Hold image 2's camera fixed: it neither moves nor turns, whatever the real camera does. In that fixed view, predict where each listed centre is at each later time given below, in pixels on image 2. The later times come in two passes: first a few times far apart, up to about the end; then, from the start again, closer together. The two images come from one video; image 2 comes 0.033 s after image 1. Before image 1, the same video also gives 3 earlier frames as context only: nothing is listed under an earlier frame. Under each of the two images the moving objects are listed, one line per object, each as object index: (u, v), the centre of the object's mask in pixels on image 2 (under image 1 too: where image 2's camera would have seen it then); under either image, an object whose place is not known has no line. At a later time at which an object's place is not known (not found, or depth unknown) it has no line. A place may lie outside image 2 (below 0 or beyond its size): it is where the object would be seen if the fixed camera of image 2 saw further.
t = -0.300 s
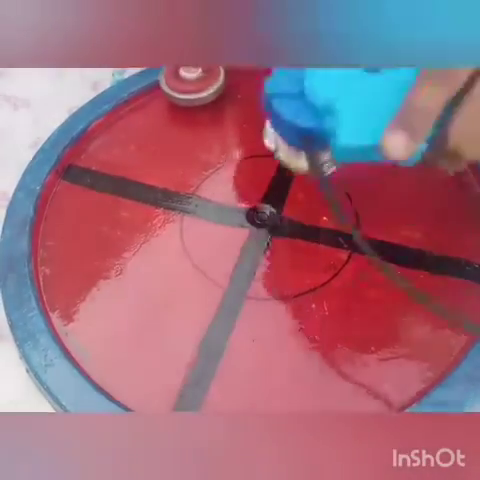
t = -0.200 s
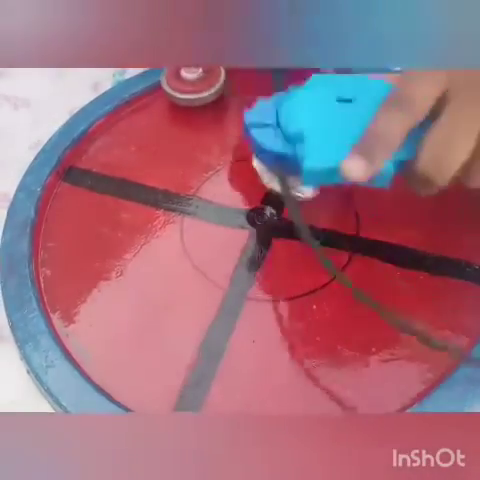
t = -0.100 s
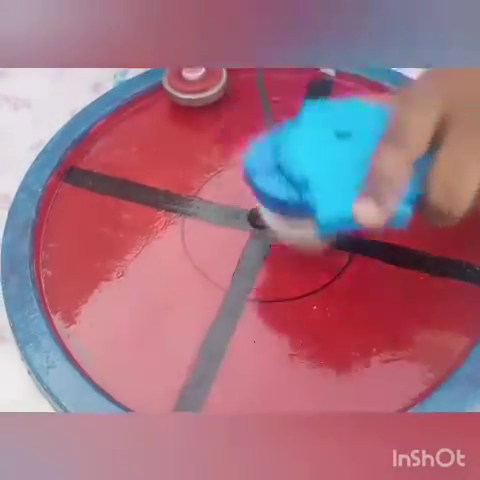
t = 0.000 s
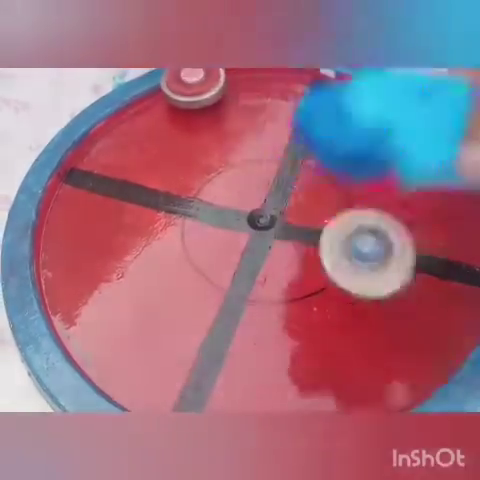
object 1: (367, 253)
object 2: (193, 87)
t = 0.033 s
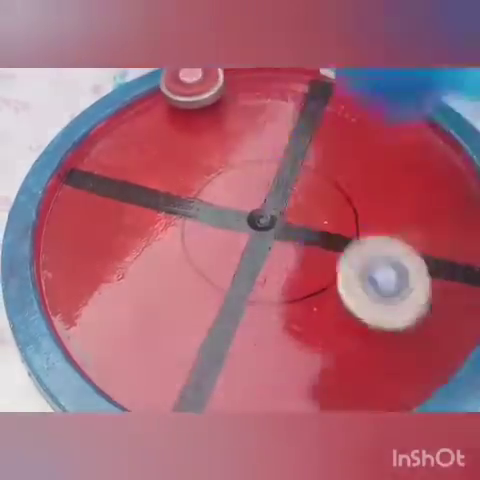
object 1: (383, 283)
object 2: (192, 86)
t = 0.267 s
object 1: (450, 322)
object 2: (194, 84)
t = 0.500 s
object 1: (420, 206)
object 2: (184, 91)
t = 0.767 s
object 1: (422, 194)
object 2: (185, 114)
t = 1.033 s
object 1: (426, 195)
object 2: (172, 134)
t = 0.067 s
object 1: (389, 302)
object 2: (191, 85)
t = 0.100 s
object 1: (388, 310)
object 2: (192, 84)
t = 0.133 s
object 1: (393, 315)
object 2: (193, 84)
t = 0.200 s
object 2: (195, 85)
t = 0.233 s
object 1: (445, 333)
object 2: (194, 84)
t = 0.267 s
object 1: (450, 322)
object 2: (194, 84)
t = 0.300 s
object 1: (443, 286)
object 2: (192, 84)
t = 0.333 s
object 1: (431, 262)
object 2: (192, 85)
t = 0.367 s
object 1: (424, 241)
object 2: (190, 86)
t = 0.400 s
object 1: (420, 225)
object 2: (188, 86)
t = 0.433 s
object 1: (419, 215)
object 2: (186, 87)
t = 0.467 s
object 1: (420, 210)
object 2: (185, 89)
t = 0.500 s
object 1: (420, 206)
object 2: (184, 91)
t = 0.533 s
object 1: (421, 205)
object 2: (184, 93)
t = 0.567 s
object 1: (421, 202)
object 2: (185, 97)
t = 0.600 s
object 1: (421, 201)
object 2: (186, 99)
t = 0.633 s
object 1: (421, 199)
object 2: (186, 102)
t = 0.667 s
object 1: (421, 198)
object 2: (187, 104)
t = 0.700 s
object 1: (421, 197)
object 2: (186, 107)
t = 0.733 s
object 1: (421, 195)
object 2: (185, 110)
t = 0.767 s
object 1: (422, 194)
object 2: (185, 114)
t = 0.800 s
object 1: (423, 193)
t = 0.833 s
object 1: (423, 192)
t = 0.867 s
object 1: (424, 192)
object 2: (181, 121)
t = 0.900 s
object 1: (425, 192)
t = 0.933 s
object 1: (426, 192)
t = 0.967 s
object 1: (426, 193)
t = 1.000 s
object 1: (427, 194)
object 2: (174, 133)
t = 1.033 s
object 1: (426, 195)
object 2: (172, 134)
